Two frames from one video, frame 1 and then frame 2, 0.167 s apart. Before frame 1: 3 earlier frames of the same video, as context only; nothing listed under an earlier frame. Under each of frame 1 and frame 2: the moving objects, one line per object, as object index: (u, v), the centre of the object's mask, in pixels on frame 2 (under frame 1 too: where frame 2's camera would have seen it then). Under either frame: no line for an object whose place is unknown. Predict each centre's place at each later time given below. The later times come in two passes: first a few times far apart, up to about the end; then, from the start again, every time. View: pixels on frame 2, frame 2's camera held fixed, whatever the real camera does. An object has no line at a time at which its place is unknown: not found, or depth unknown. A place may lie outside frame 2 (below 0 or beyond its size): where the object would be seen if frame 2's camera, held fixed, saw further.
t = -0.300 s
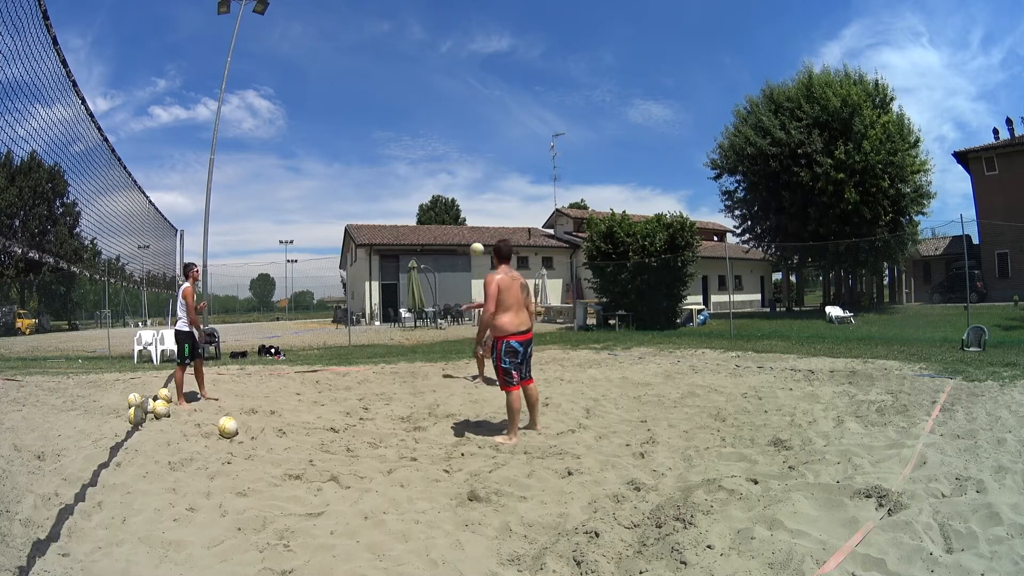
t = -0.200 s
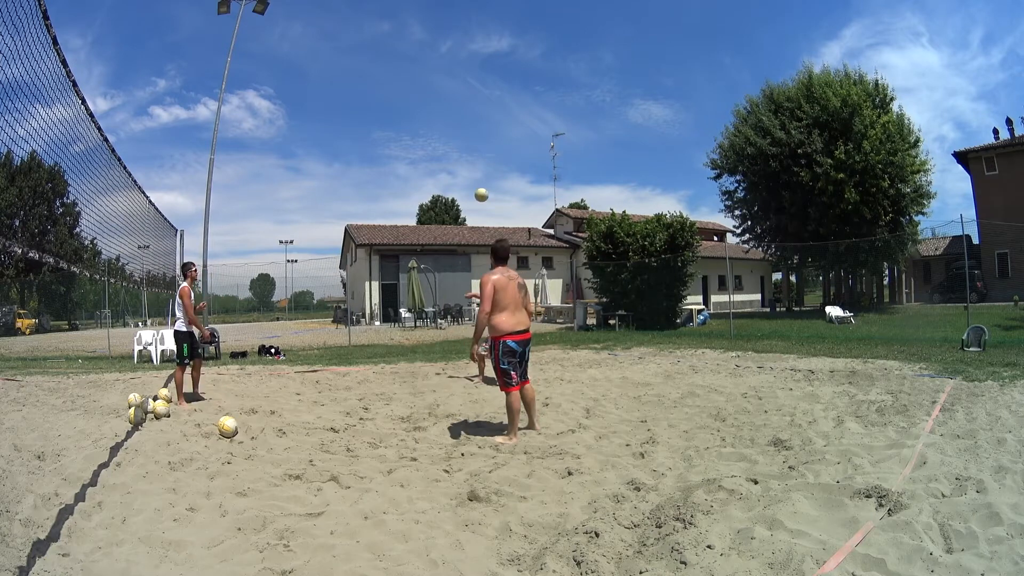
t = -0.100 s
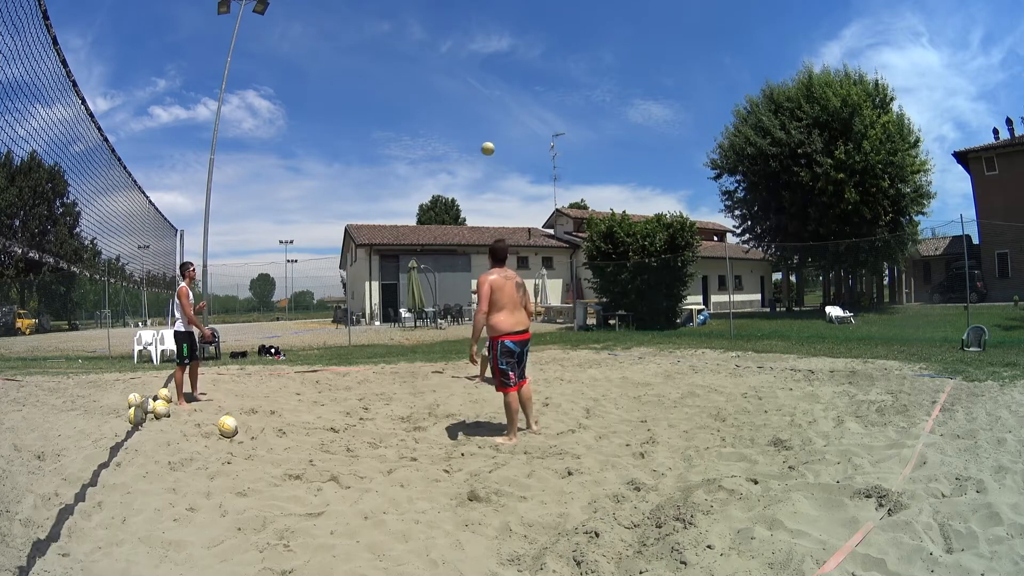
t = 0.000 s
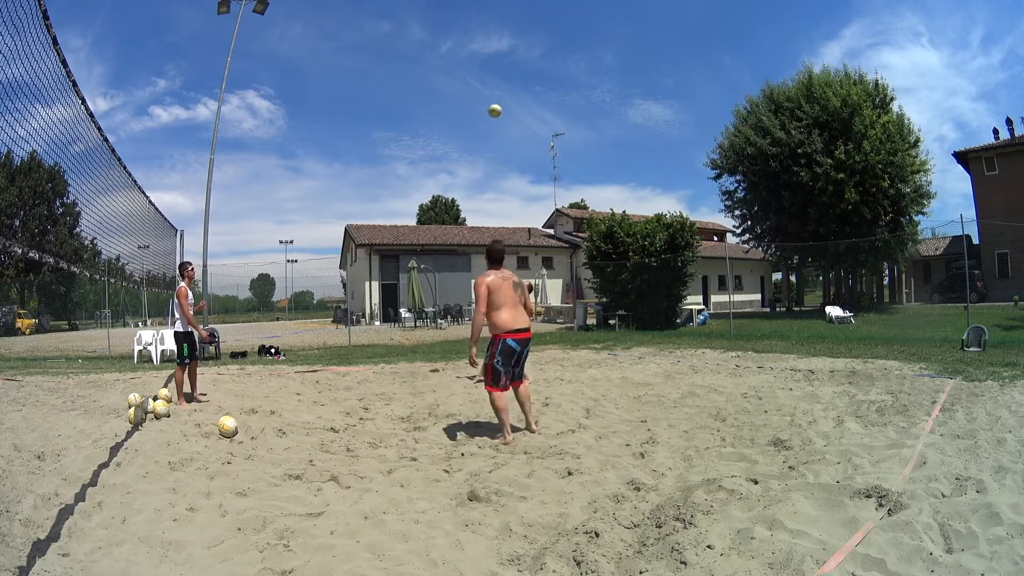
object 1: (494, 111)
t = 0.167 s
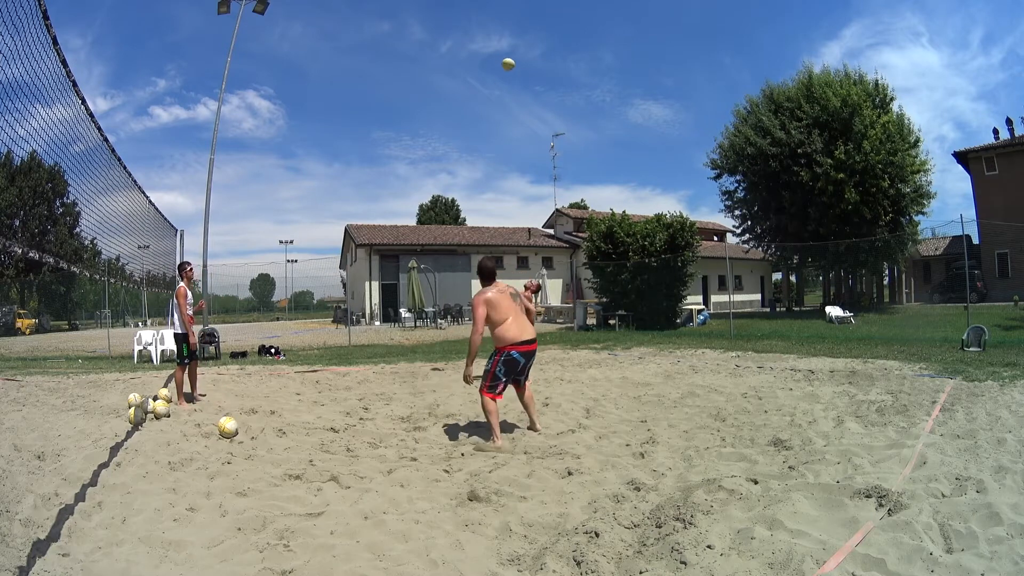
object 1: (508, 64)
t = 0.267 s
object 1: (516, 45)
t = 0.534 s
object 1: (540, 21)
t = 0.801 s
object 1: (567, 31)
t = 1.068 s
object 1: (597, 81)
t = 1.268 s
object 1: (624, 152)
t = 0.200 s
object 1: (511, 57)
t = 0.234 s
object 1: (513, 51)
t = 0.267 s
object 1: (516, 45)
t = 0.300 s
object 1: (519, 40)
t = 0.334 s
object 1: (522, 36)
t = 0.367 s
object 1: (525, 32)
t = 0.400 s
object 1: (528, 28)
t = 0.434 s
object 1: (531, 25)
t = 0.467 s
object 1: (534, 23)
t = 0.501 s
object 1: (537, 22)
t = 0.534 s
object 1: (540, 21)
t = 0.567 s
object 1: (543, 20)
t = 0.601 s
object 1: (546, 20)
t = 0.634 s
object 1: (550, 21)
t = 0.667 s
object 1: (553, 22)
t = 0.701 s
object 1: (556, 23)
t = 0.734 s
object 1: (560, 25)
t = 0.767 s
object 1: (563, 28)
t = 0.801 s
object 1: (567, 31)
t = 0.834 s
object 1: (570, 35)
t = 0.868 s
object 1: (574, 40)
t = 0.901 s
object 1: (578, 45)
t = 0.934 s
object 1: (581, 50)
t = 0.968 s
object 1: (585, 57)
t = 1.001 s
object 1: (589, 64)
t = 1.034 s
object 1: (593, 72)
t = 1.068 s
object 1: (597, 81)
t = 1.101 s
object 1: (602, 90)
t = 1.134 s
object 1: (606, 101)
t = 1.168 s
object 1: (610, 112)
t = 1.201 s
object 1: (615, 124)
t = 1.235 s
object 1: (620, 138)
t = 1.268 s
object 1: (624, 152)
